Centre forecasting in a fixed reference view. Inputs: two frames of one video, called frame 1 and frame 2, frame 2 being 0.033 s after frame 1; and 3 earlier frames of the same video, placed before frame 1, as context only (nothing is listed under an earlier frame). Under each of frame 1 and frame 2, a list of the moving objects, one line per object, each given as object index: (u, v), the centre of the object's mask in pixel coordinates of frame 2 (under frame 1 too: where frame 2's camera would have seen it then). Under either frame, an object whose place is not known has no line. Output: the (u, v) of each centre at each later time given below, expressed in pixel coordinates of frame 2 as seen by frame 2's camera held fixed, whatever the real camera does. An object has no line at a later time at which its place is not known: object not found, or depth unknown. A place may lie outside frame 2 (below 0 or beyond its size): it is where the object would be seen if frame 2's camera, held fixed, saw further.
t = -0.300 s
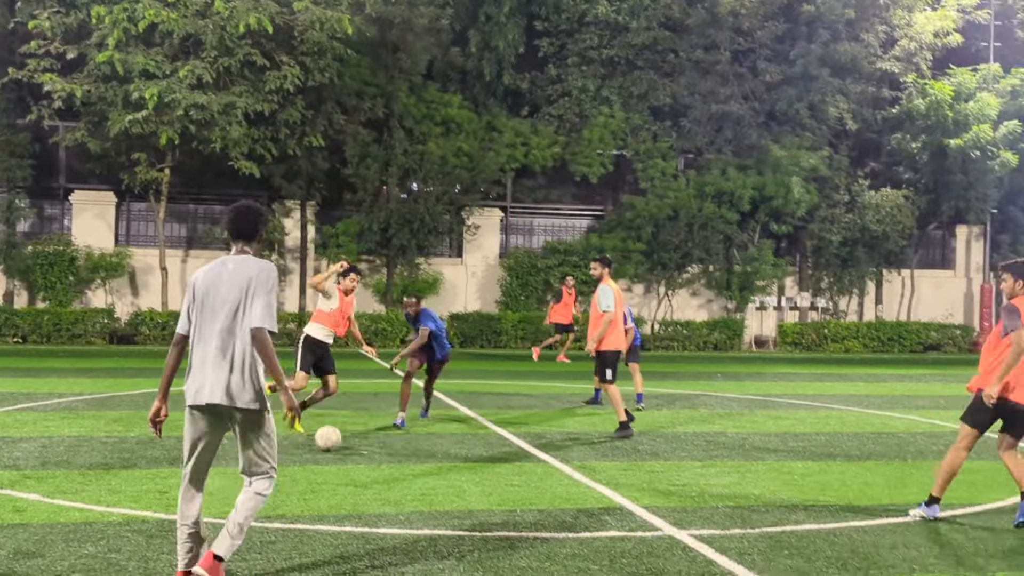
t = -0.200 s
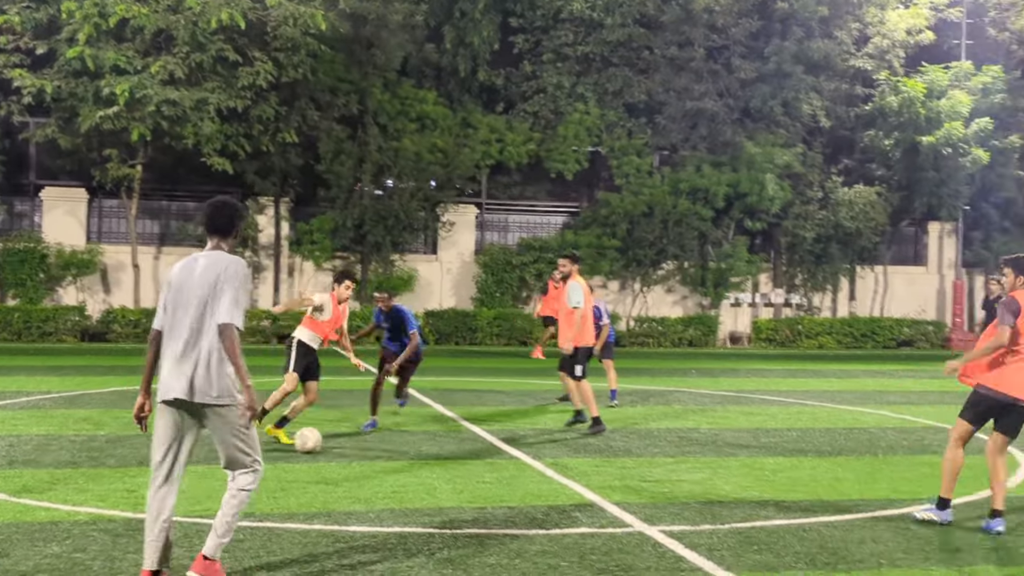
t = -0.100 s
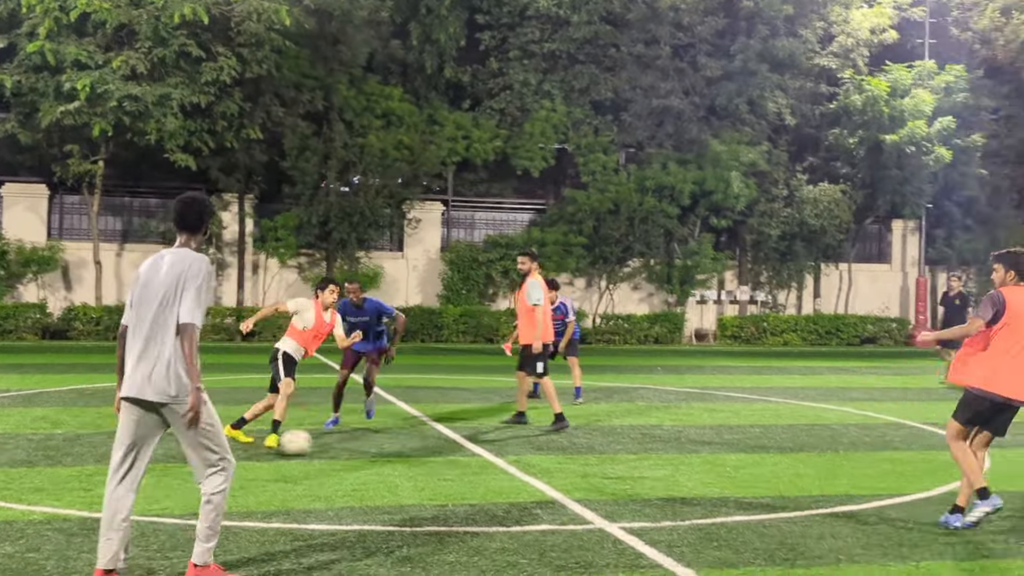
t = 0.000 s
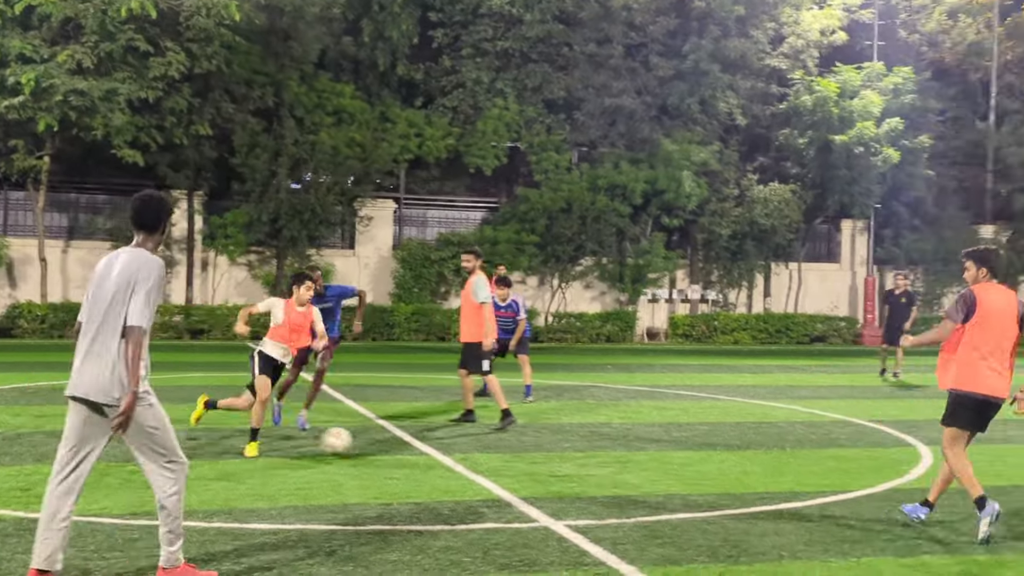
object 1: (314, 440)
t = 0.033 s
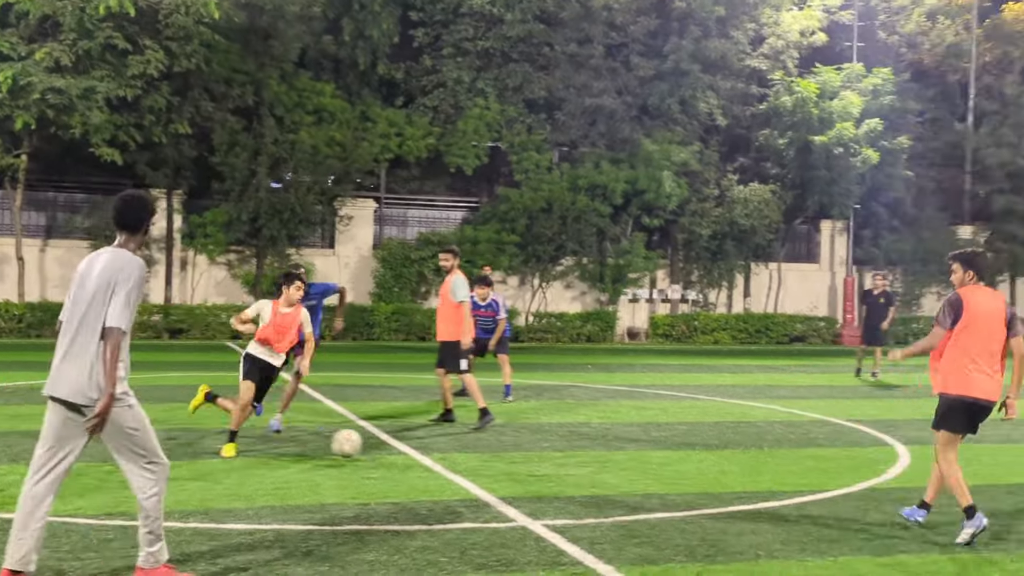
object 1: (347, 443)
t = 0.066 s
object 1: (379, 447)
